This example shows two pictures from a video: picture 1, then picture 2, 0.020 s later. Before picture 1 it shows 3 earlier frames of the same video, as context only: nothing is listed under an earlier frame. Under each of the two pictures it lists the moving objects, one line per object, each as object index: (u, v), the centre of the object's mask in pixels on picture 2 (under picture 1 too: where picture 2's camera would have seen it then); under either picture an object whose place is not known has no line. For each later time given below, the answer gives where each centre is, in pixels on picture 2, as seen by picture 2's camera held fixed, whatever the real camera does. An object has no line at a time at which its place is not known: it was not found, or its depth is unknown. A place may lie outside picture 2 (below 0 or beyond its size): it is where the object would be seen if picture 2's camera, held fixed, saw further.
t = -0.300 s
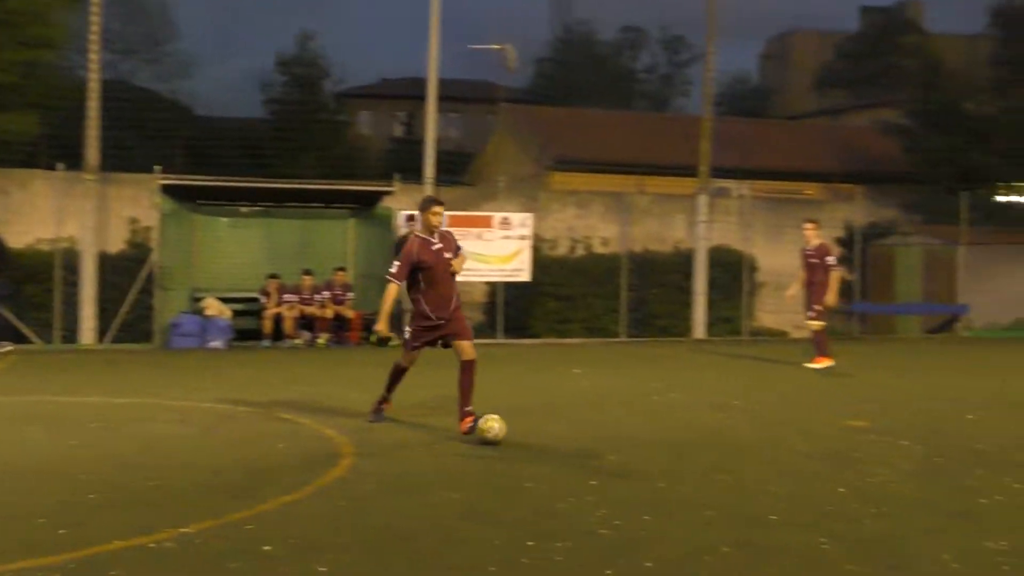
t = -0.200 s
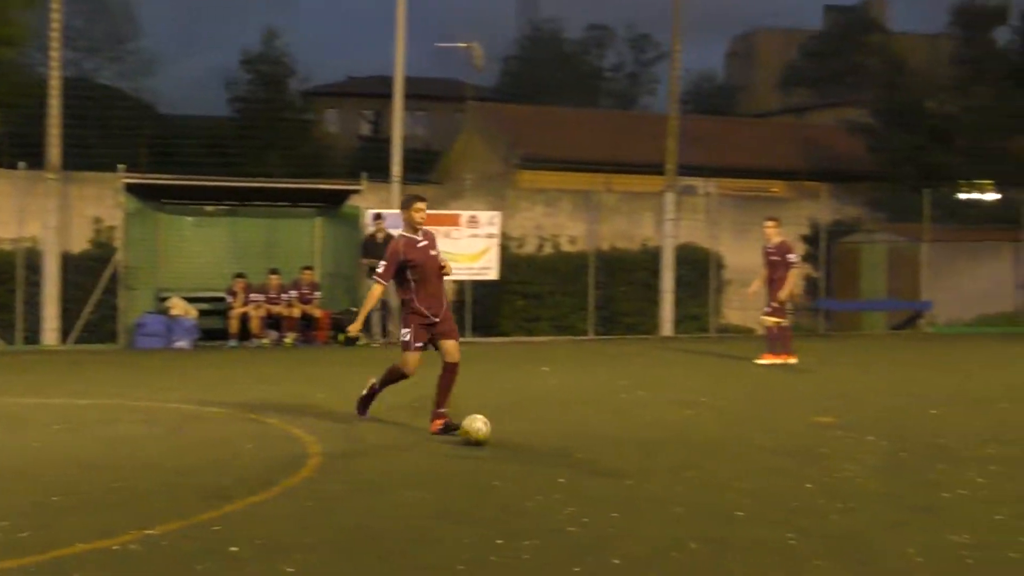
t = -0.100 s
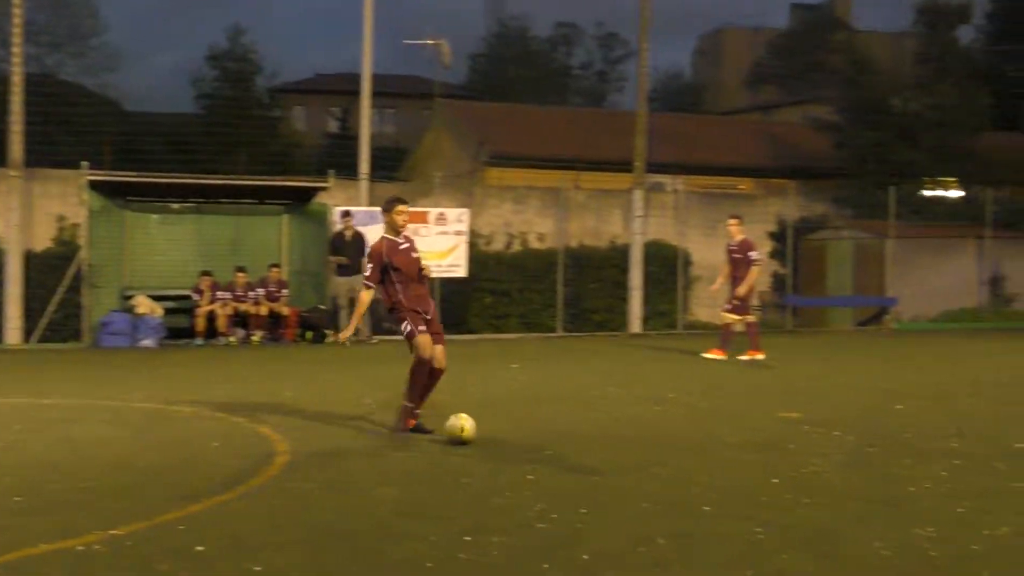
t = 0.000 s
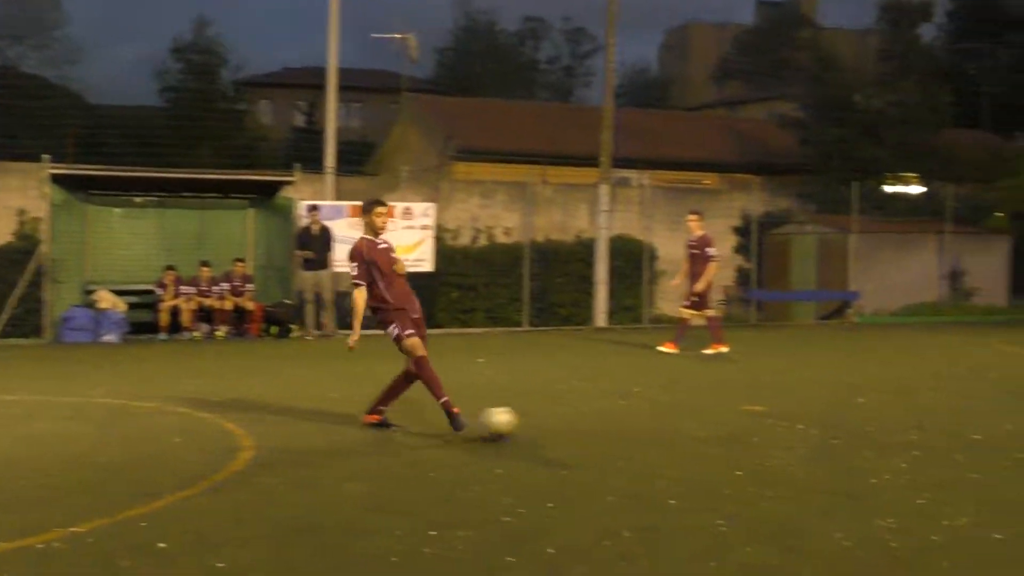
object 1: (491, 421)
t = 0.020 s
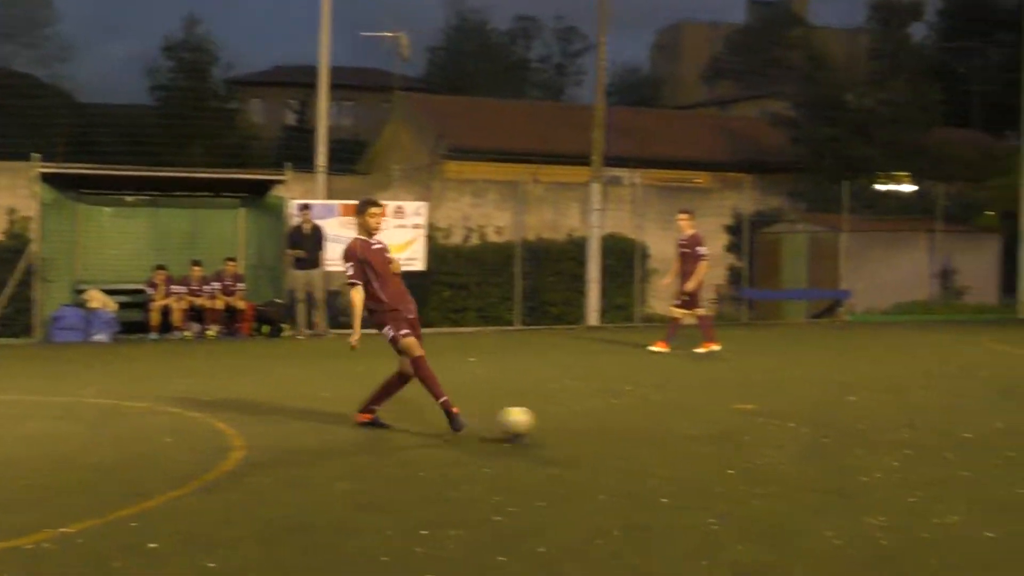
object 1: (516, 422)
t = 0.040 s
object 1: (541, 423)
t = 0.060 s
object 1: (566, 425)
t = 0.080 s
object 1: (591, 429)
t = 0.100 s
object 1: (617, 431)
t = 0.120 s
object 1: (643, 431)
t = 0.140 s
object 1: (668, 431)
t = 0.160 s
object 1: (693, 431)
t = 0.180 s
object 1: (718, 431)
